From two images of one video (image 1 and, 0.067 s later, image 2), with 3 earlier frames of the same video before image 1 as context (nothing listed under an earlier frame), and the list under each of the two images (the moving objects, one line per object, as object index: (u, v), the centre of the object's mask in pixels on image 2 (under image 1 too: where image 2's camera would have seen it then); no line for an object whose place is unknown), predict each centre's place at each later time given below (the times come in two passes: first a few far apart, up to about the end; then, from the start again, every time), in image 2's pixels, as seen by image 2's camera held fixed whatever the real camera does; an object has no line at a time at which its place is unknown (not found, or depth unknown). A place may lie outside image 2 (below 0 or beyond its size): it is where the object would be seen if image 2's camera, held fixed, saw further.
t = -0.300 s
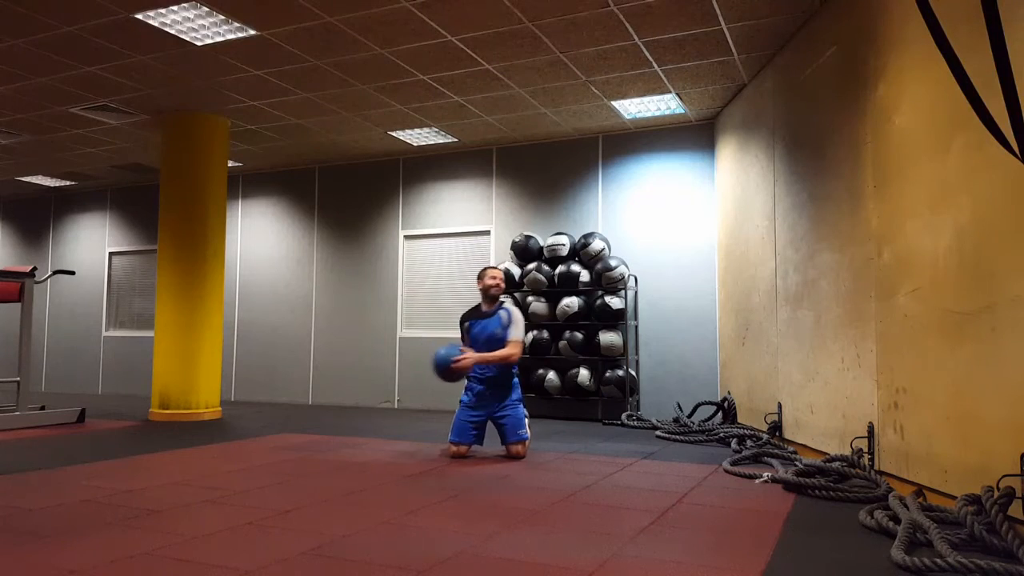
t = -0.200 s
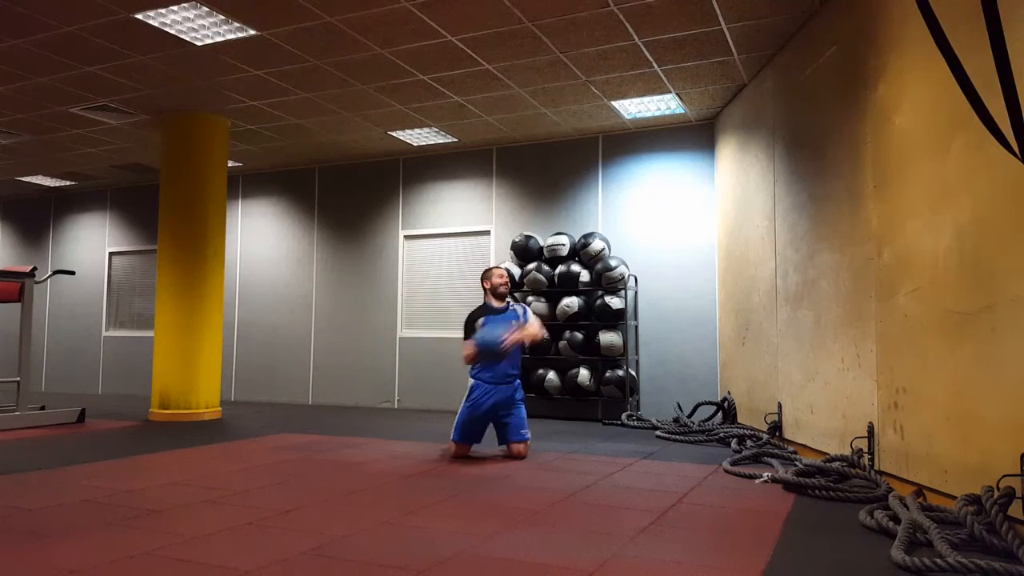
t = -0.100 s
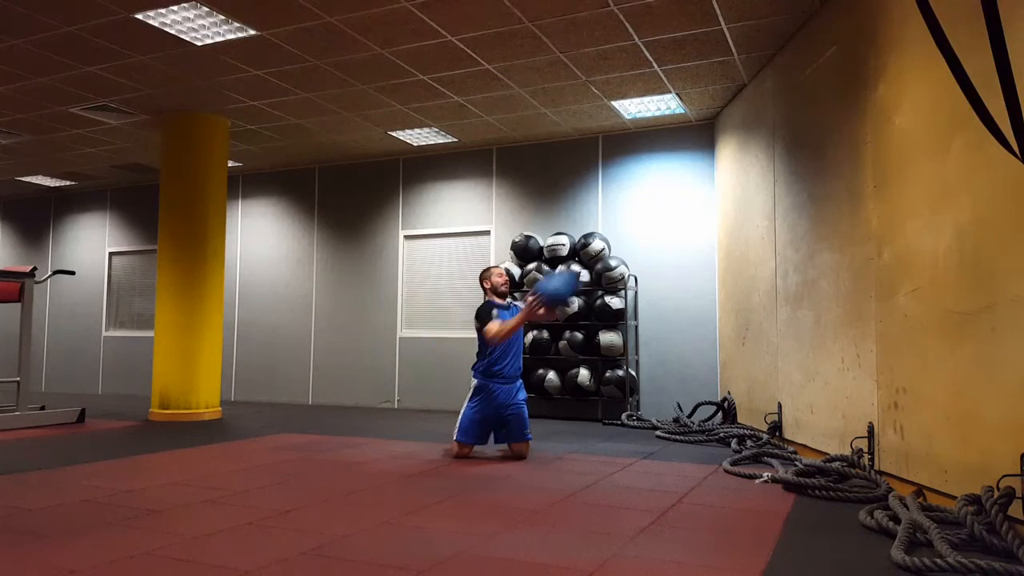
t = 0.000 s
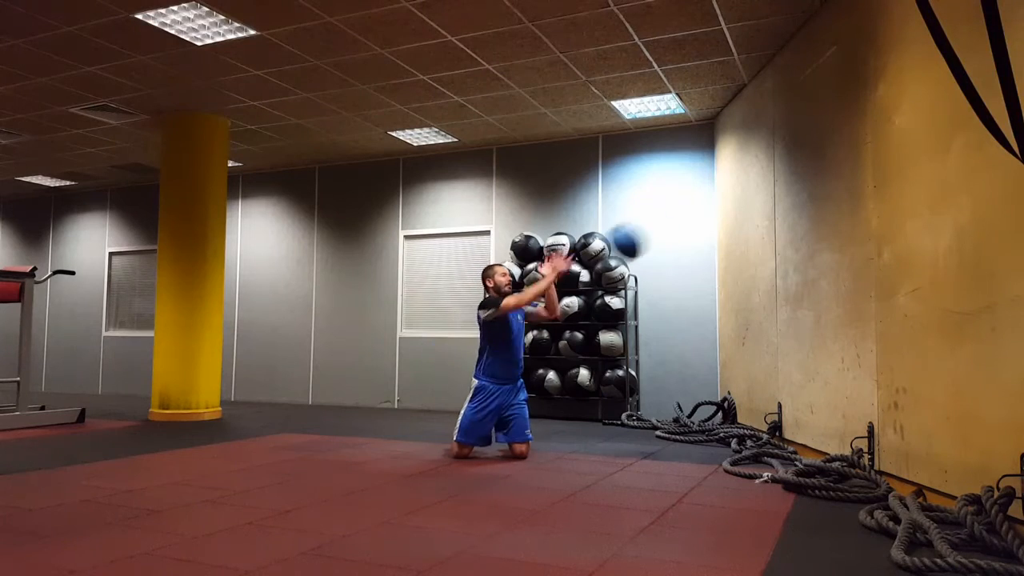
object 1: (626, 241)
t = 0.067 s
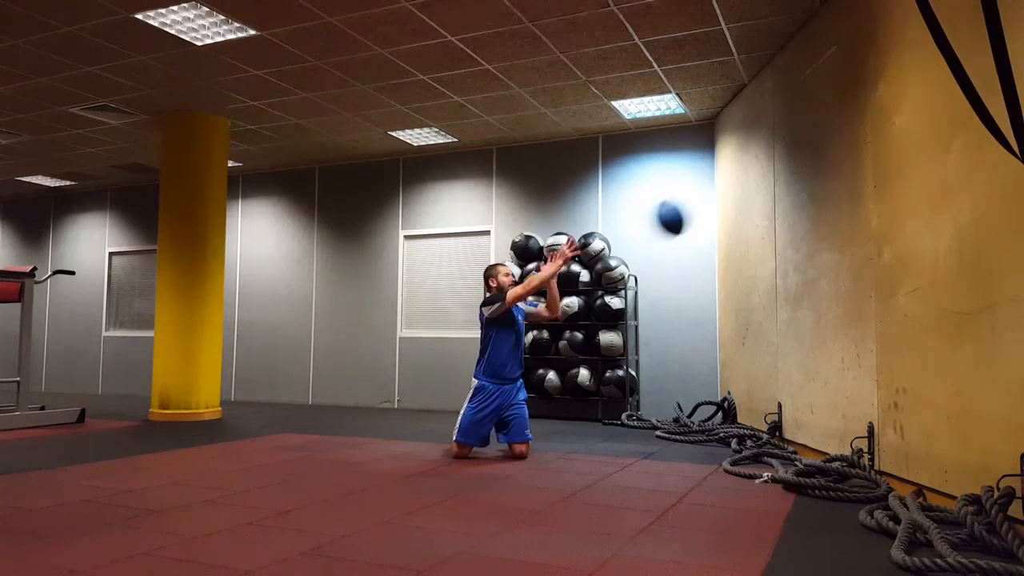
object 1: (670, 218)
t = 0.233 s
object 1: (787, 184)
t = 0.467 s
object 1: (750, 205)
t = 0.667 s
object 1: (680, 289)
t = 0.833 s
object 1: (621, 407)
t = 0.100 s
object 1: (693, 207)
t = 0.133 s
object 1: (717, 199)
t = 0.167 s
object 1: (740, 192)
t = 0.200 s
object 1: (763, 187)
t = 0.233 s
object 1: (787, 184)
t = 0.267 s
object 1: (811, 183)
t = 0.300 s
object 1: (812, 183)
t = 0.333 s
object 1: (798, 184)
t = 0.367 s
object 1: (786, 187)
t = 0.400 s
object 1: (775, 191)
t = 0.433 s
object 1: (762, 198)
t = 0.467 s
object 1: (750, 205)
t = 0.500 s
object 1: (738, 215)
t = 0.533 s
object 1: (726, 227)
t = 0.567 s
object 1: (715, 240)
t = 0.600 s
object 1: (702, 256)
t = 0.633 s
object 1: (691, 271)
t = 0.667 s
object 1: (680, 289)
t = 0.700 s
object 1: (668, 310)
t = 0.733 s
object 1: (658, 332)
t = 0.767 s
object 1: (646, 356)
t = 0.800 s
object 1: (633, 382)
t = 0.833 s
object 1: (621, 407)
